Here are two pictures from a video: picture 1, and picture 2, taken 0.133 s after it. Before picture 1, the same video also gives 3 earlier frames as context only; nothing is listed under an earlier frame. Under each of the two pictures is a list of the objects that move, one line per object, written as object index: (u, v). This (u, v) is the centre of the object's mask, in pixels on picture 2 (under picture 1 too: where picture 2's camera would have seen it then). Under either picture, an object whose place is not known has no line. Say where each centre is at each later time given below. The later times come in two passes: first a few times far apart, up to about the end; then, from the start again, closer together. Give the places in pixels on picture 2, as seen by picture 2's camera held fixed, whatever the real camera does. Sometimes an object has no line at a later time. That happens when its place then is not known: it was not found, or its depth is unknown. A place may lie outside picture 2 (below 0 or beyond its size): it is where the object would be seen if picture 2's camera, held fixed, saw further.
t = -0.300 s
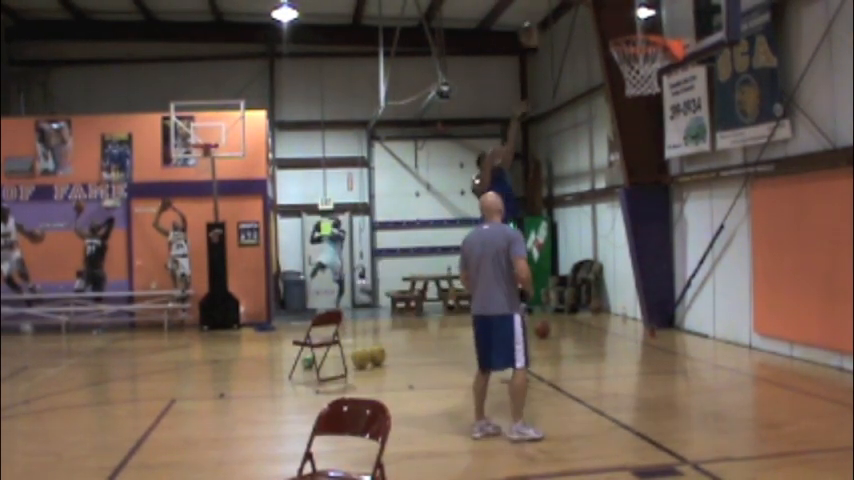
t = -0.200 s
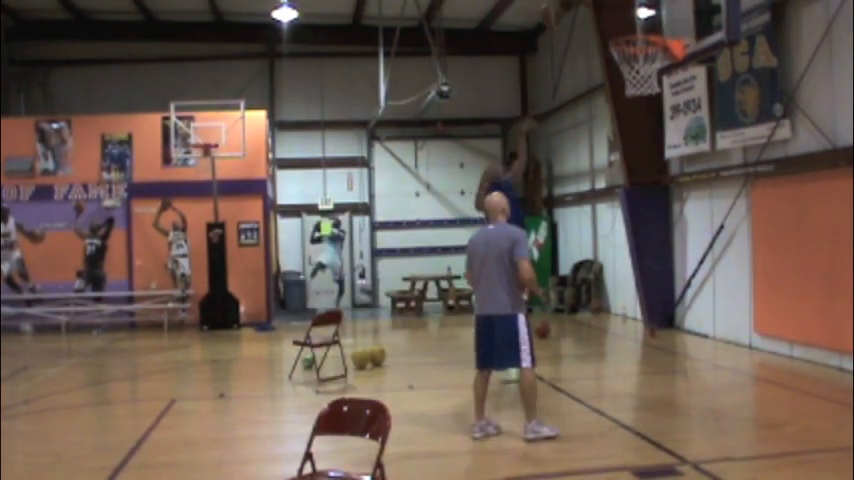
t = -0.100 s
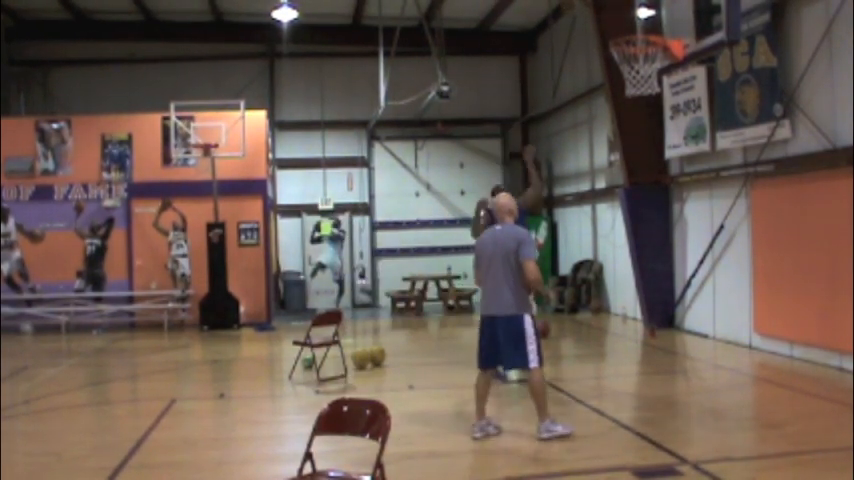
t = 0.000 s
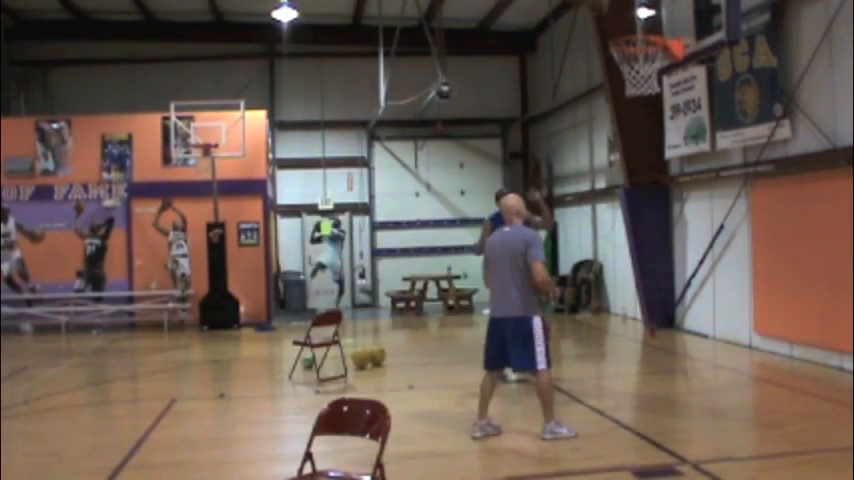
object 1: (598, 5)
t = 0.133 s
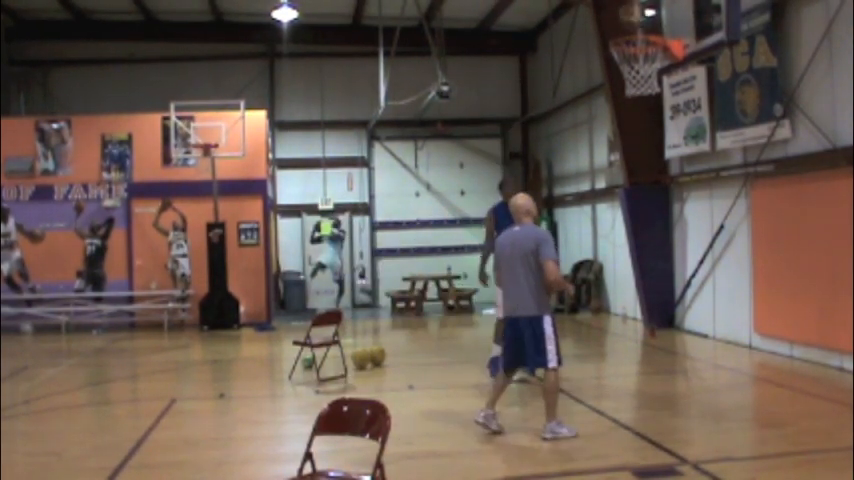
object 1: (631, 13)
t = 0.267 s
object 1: (628, 25)
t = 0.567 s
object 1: (518, 56)
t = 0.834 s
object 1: (422, 166)
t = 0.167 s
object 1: (642, 20)
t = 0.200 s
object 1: (651, 27)
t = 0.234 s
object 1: (645, 26)
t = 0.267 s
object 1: (628, 25)
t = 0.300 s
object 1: (617, 23)
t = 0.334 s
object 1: (605, 25)
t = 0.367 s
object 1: (592, 26)
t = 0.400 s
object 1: (578, 26)
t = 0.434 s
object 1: (567, 29)
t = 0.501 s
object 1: (539, 41)
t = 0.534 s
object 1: (527, 49)
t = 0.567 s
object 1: (518, 56)
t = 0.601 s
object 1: (507, 64)
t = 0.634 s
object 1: (493, 76)
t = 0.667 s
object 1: (478, 88)
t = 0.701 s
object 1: (468, 101)
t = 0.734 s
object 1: (457, 116)
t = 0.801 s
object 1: (434, 148)
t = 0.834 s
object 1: (422, 166)
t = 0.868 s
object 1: (412, 185)
